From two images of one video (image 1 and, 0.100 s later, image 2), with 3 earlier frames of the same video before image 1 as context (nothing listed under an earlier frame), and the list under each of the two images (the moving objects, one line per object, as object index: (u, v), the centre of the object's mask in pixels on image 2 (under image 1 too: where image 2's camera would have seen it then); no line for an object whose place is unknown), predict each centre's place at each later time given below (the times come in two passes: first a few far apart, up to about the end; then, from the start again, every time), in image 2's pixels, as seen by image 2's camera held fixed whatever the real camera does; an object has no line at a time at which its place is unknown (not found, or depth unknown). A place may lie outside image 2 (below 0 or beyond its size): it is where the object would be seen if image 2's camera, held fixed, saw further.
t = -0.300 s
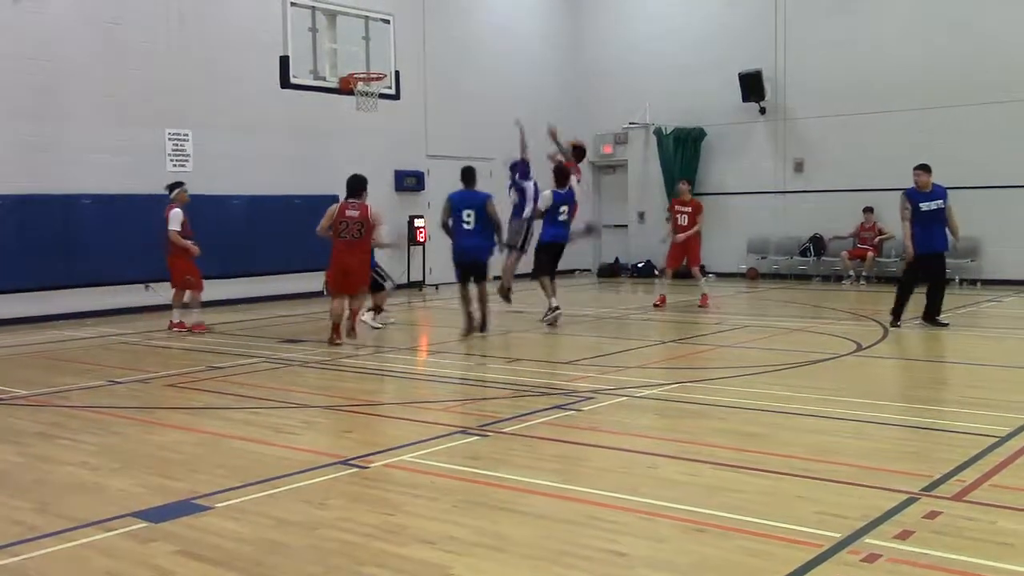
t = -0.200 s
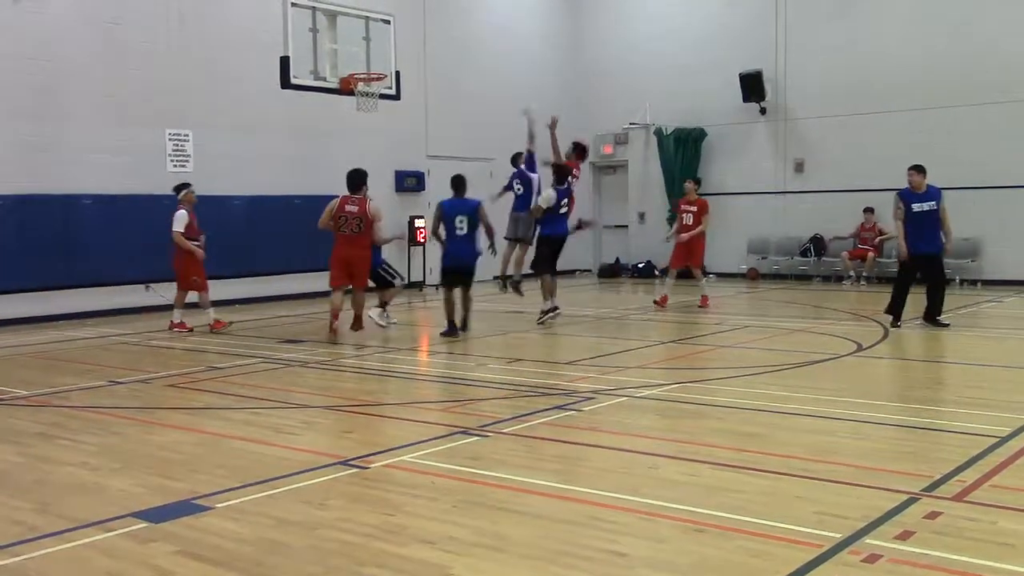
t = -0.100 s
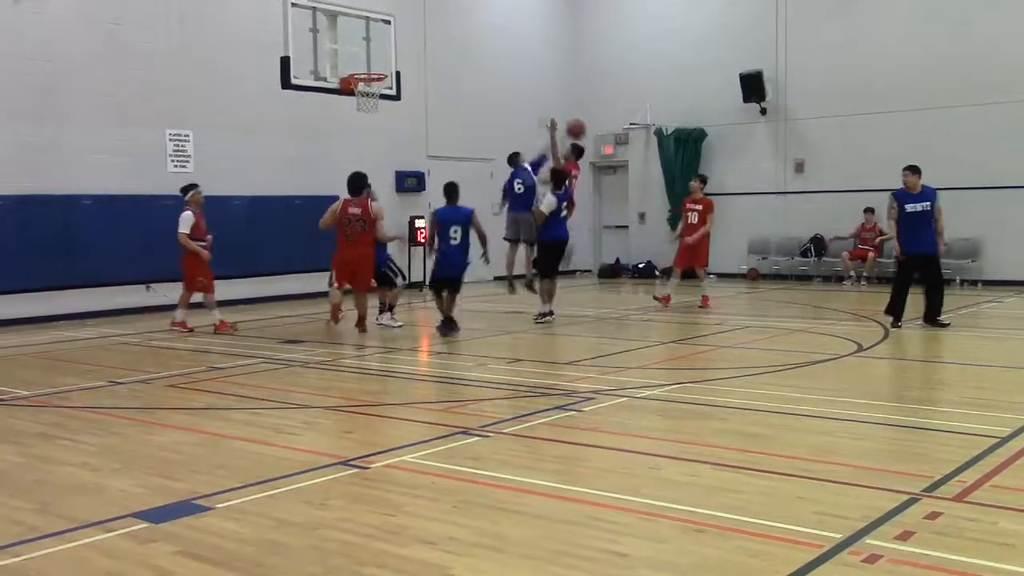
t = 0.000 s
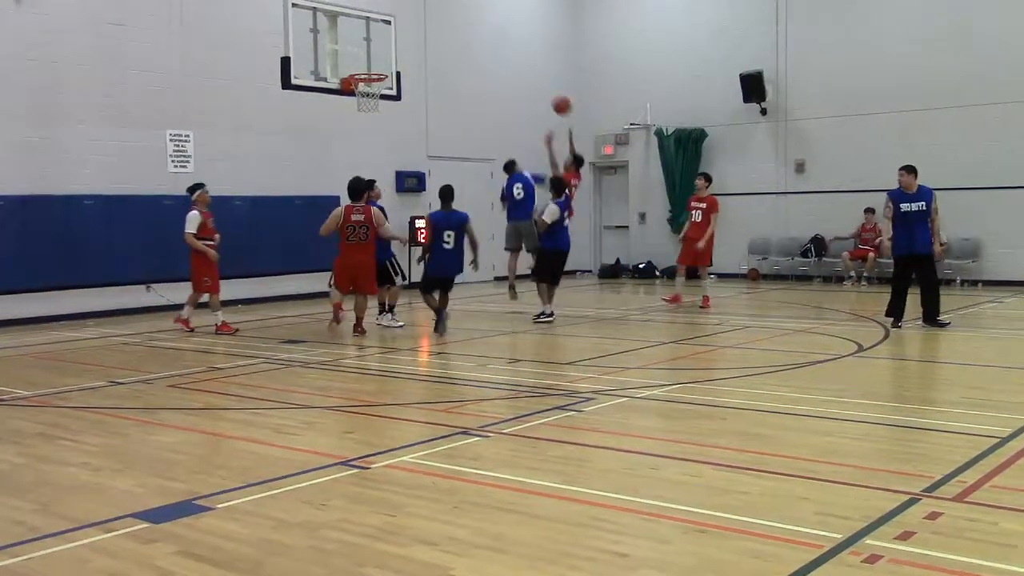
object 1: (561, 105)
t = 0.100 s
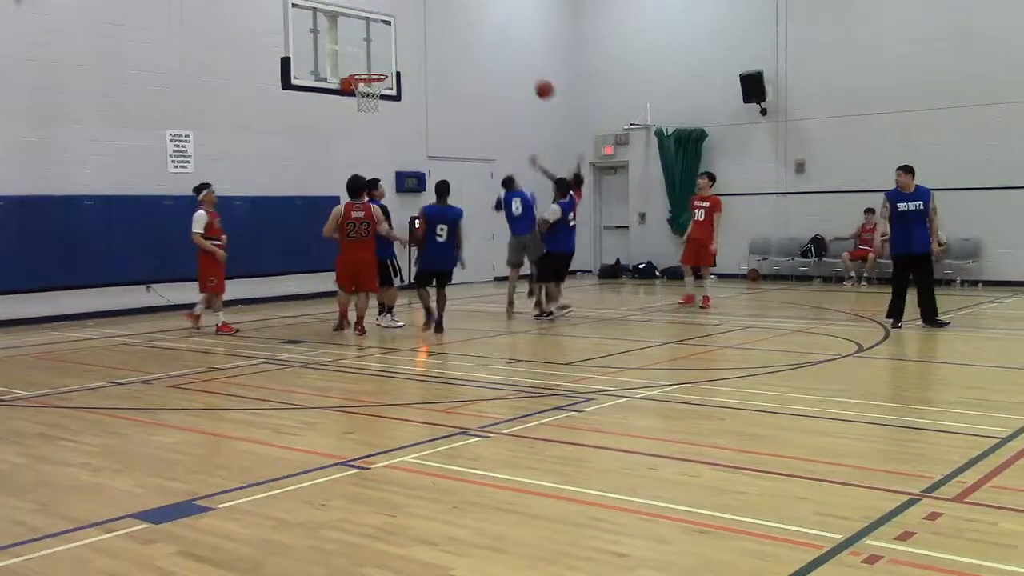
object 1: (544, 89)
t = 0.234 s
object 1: (521, 79)
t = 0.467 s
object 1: (484, 94)
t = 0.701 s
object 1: (448, 148)
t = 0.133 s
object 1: (539, 85)
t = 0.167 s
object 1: (532, 83)
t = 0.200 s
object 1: (527, 80)
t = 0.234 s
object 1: (521, 79)
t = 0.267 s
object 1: (516, 79)
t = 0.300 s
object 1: (510, 79)
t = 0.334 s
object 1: (504, 80)
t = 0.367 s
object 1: (499, 83)
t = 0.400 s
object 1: (494, 86)
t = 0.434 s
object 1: (488, 90)
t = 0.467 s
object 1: (484, 94)
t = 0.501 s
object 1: (478, 99)
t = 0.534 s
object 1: (472, 106)
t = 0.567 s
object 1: (468, 113)
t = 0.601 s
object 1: (462, 120)
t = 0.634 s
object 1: (458, 129)
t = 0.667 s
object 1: (453, 139)
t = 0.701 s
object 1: (448, 148)
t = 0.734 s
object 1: (444, 158)
